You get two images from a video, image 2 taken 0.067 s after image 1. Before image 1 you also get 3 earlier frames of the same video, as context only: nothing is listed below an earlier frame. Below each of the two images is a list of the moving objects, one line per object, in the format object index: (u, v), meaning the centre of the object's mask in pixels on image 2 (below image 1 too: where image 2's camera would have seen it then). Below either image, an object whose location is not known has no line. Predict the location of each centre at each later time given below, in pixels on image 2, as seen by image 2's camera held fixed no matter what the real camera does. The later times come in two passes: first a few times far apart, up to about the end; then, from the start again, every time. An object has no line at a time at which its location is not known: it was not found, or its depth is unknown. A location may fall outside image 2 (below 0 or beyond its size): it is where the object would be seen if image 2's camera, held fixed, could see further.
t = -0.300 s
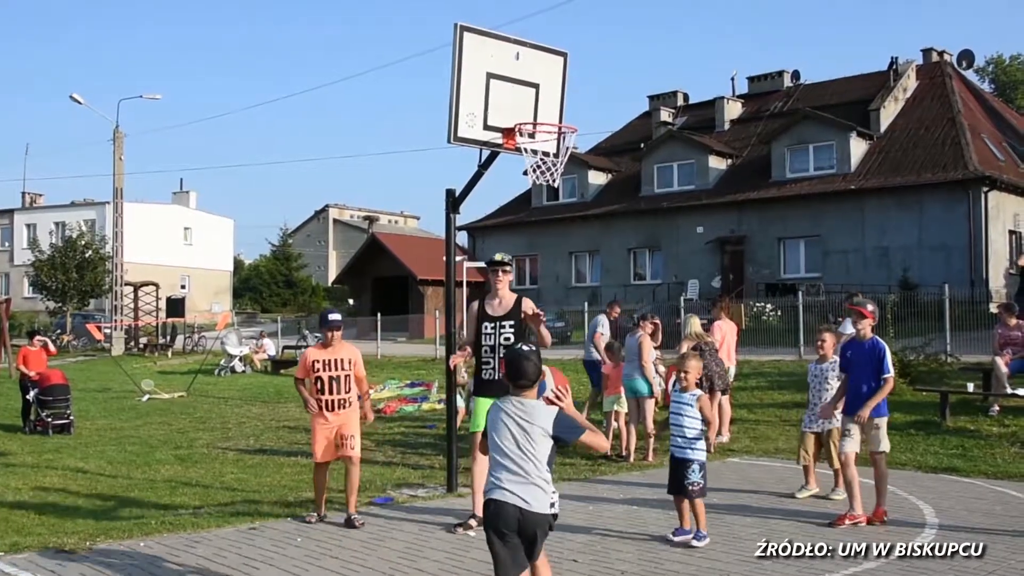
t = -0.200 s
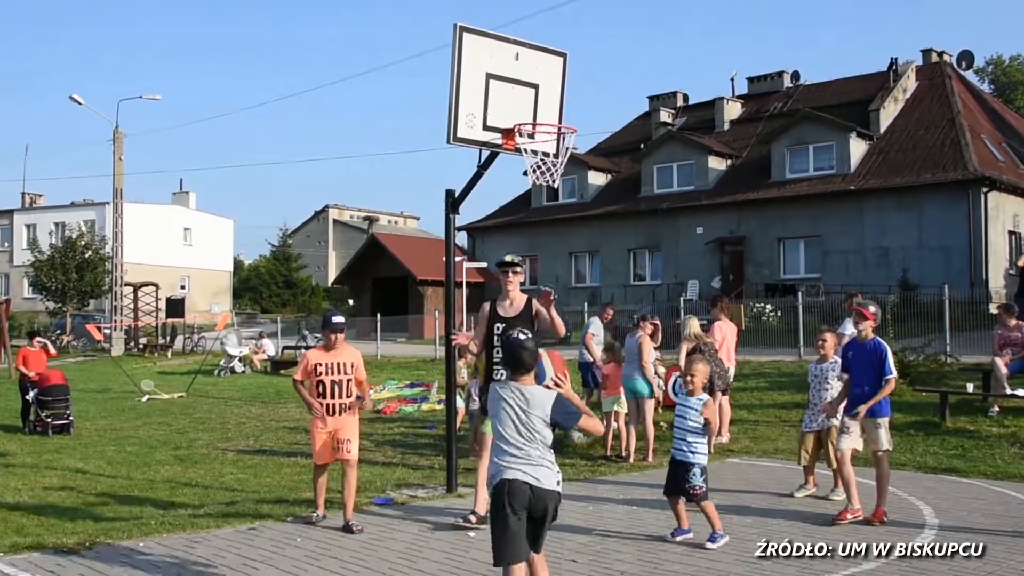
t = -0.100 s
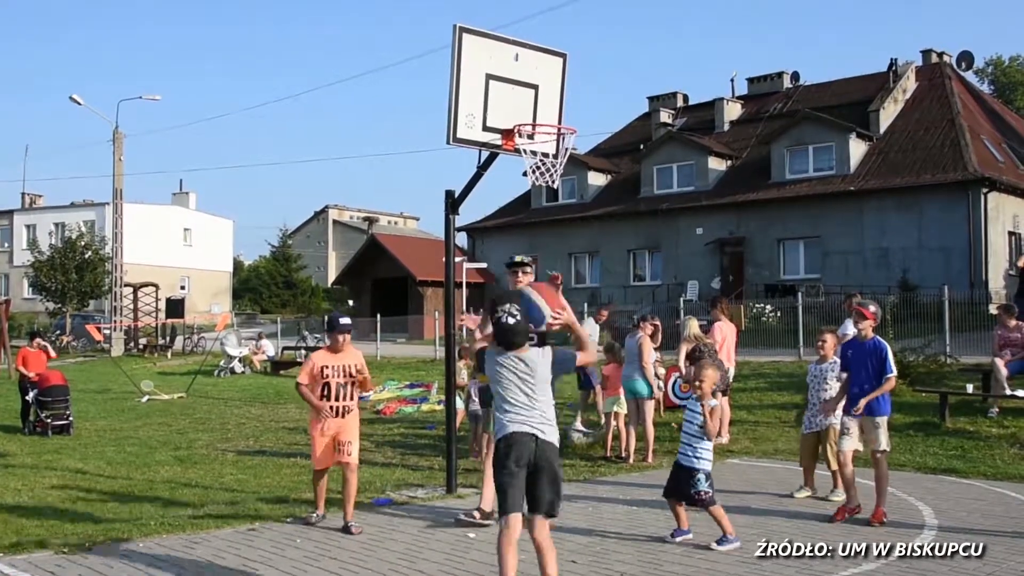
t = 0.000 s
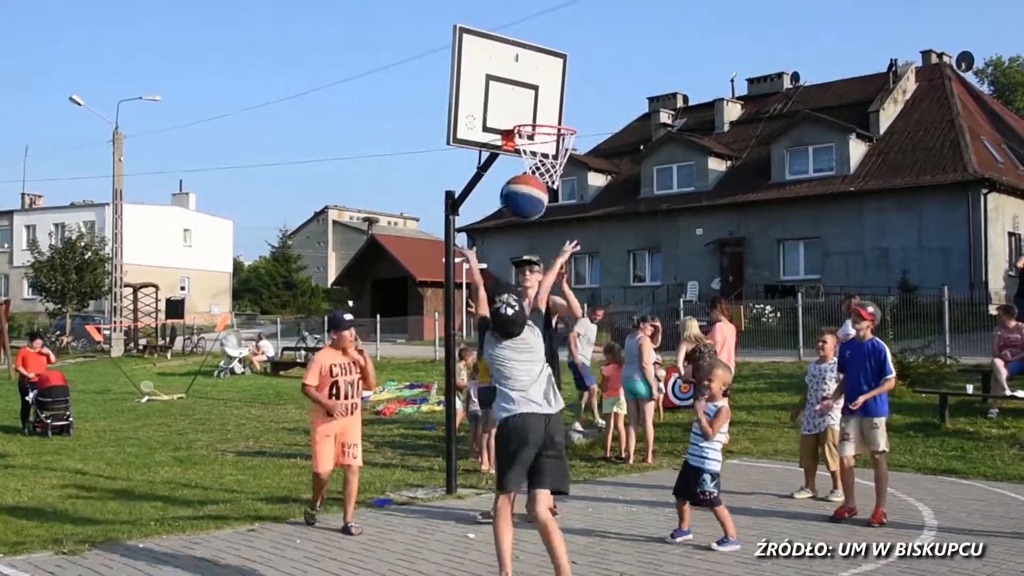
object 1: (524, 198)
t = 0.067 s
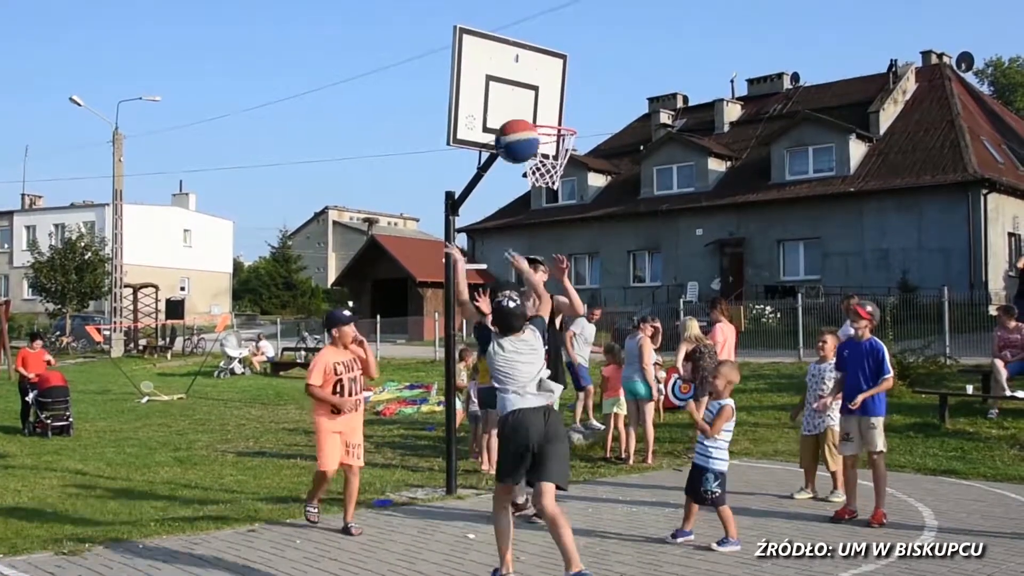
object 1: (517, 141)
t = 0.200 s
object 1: (506, 66)
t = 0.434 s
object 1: (491, 23)
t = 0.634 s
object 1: (487, 44)
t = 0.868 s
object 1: (541, 101)
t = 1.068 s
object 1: (563, 182)
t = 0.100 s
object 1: (514, 118)
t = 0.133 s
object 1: (511, 98)
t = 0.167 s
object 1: (509, 80)
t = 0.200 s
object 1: (506, 66)
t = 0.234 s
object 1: (503, 53)
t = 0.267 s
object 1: (500, 43)
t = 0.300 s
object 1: (498, 36)
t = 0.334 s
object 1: (496, 30)
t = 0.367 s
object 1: (494, 26)
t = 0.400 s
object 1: (493, 24)
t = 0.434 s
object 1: (491, 23)
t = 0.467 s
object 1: (489, 23)
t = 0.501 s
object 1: (488, 25)
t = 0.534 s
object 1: (486, 29)
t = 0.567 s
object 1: (485, 34)
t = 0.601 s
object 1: (483, 40)
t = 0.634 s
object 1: (487, 44)
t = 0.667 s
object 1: (495, 49)
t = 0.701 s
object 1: (503, 54)
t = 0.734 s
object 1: (511, 61)
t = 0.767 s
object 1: (518, 69)
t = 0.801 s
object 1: (525, 78)
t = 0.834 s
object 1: (533, 90)
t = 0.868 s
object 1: (541, 101)
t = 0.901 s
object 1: (549, 114)
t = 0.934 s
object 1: (556, 129)
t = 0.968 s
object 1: (560, 144)
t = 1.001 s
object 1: (562, 155)
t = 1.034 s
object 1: (565, 167)
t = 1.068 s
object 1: (563, 182)
